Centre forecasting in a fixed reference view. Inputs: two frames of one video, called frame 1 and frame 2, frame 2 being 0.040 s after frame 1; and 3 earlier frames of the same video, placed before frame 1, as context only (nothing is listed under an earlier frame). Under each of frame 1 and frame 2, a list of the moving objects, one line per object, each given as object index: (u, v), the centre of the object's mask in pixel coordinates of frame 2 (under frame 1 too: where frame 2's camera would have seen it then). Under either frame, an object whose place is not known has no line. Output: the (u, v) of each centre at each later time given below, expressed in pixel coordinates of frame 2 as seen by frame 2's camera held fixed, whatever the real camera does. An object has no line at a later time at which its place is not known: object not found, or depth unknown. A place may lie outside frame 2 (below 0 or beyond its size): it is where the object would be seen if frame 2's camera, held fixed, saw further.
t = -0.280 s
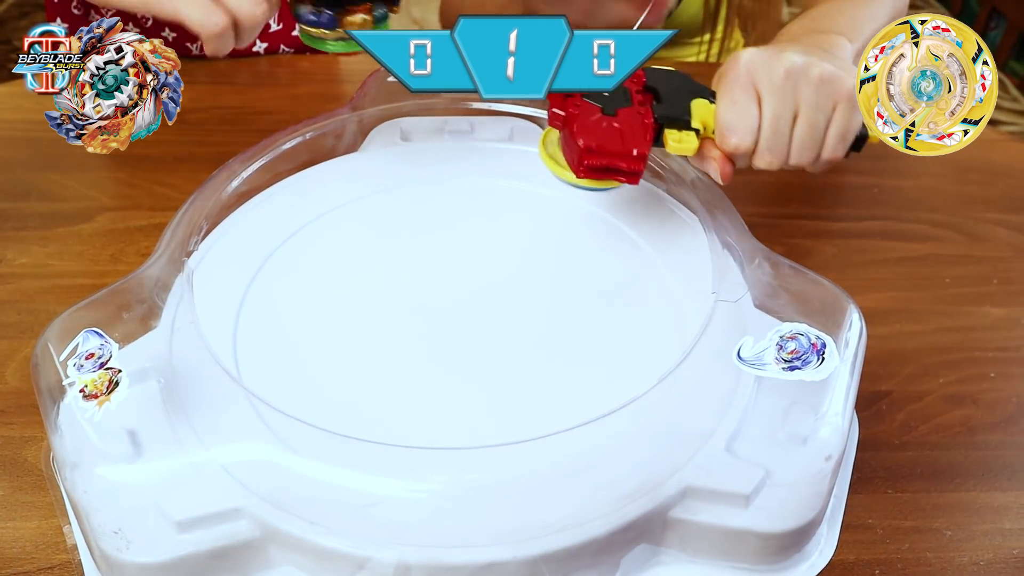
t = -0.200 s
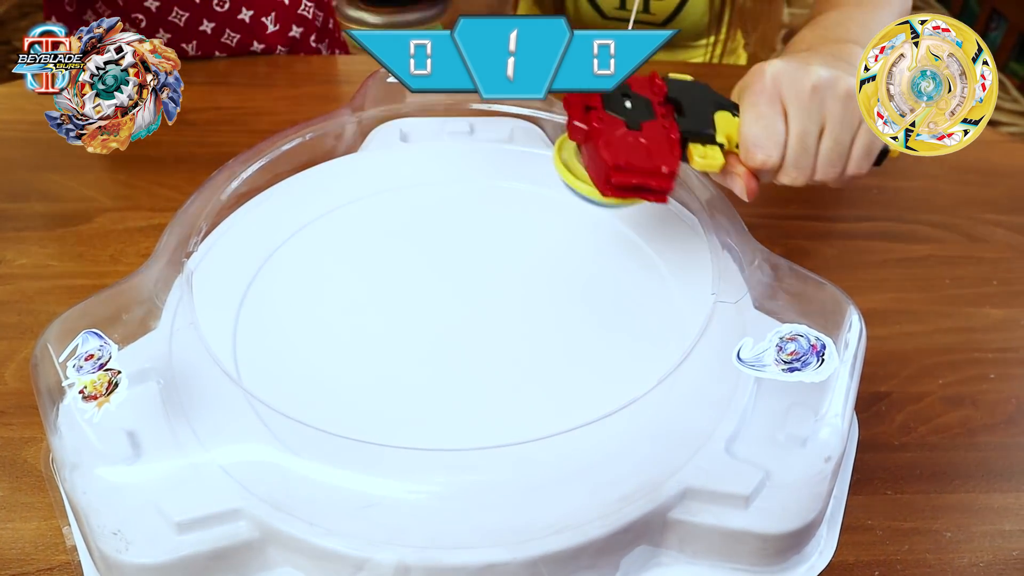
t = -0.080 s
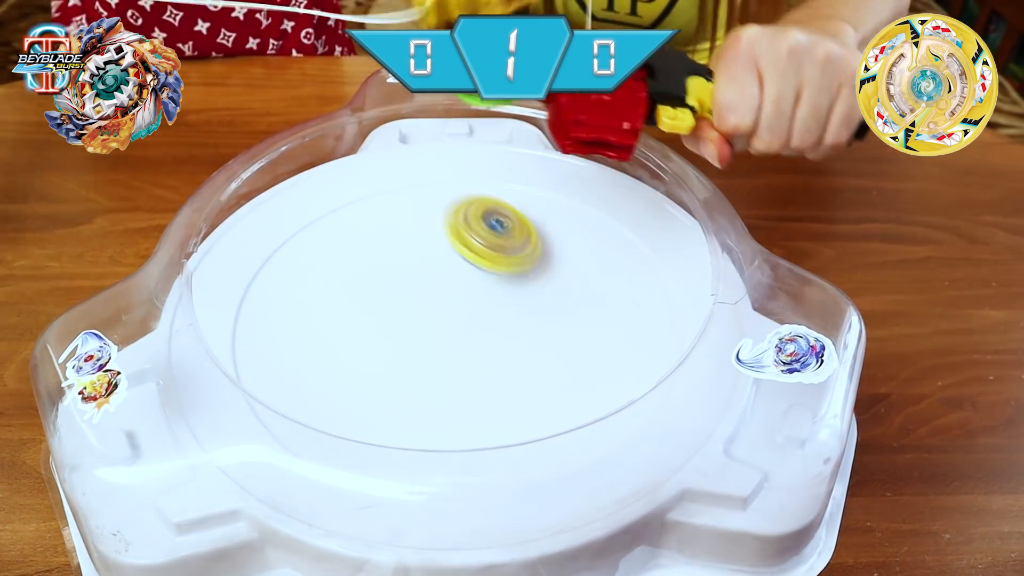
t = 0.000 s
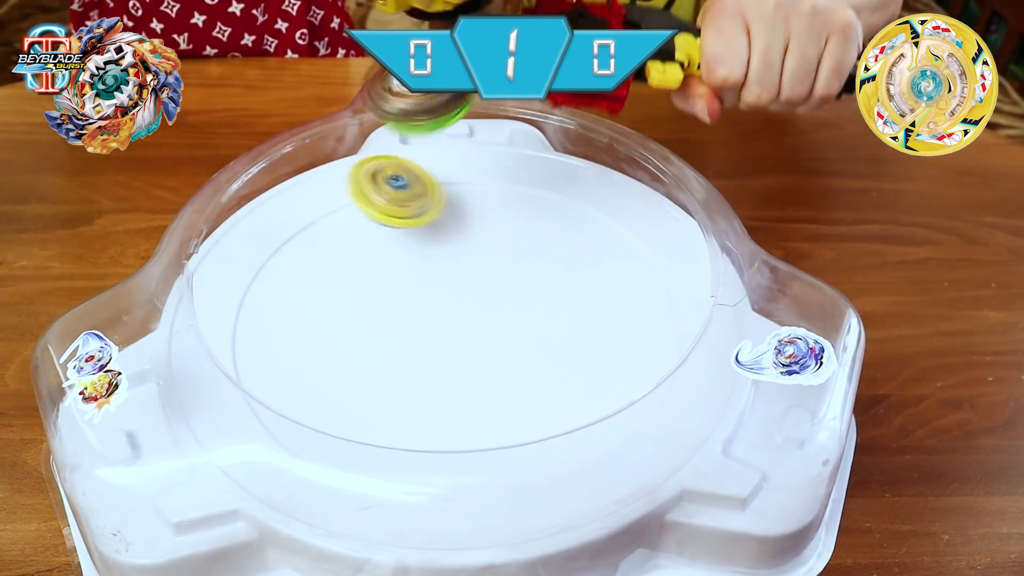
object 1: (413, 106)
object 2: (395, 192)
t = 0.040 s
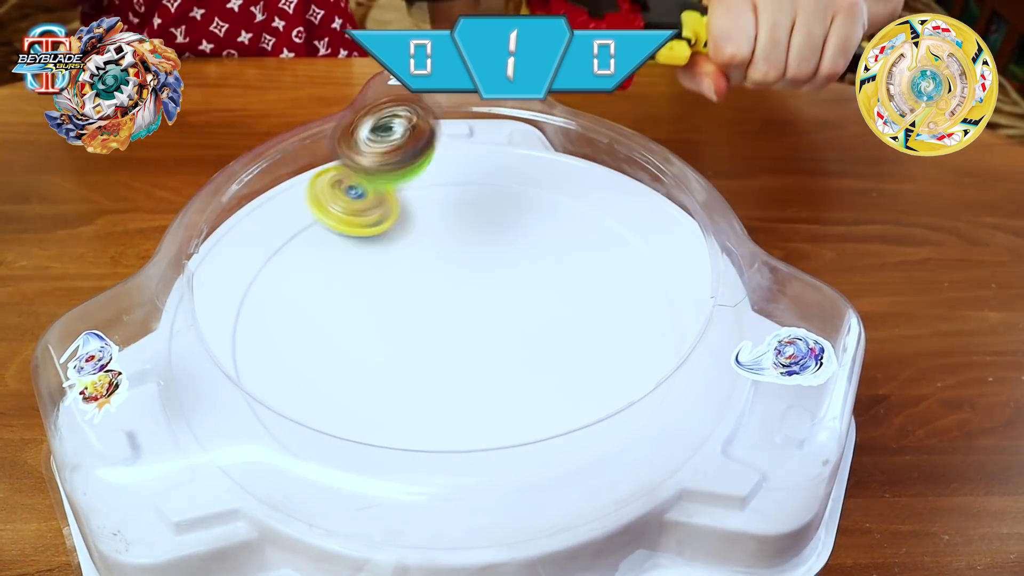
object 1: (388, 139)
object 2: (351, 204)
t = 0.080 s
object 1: (362, 216)
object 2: (317, 175)
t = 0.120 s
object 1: (346, 255)
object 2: (314, 184)
